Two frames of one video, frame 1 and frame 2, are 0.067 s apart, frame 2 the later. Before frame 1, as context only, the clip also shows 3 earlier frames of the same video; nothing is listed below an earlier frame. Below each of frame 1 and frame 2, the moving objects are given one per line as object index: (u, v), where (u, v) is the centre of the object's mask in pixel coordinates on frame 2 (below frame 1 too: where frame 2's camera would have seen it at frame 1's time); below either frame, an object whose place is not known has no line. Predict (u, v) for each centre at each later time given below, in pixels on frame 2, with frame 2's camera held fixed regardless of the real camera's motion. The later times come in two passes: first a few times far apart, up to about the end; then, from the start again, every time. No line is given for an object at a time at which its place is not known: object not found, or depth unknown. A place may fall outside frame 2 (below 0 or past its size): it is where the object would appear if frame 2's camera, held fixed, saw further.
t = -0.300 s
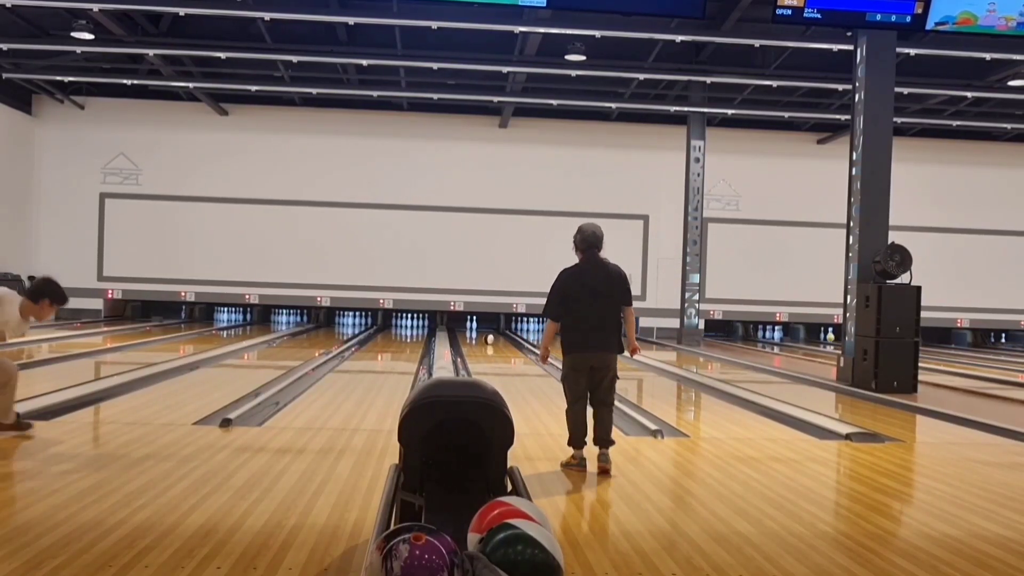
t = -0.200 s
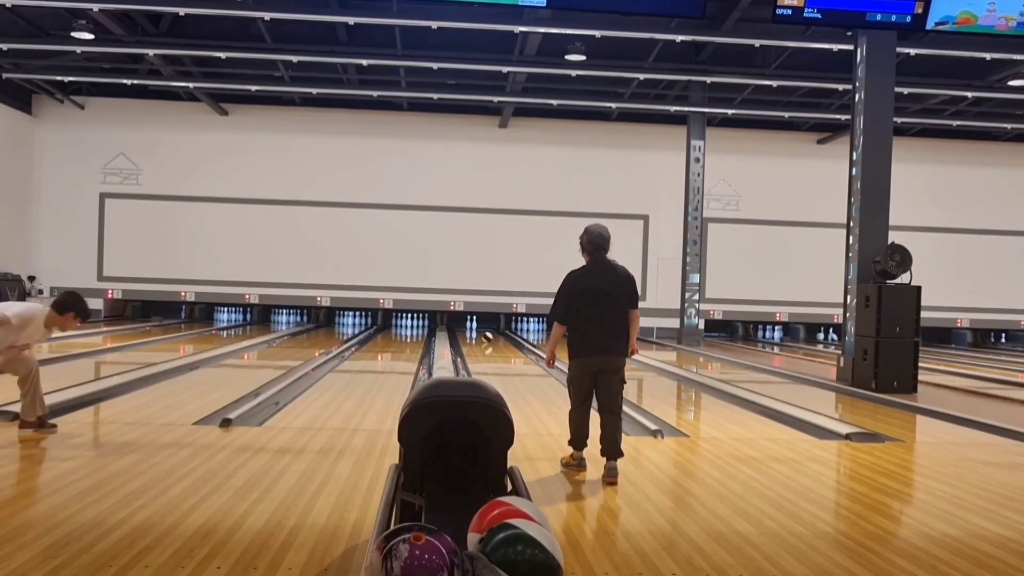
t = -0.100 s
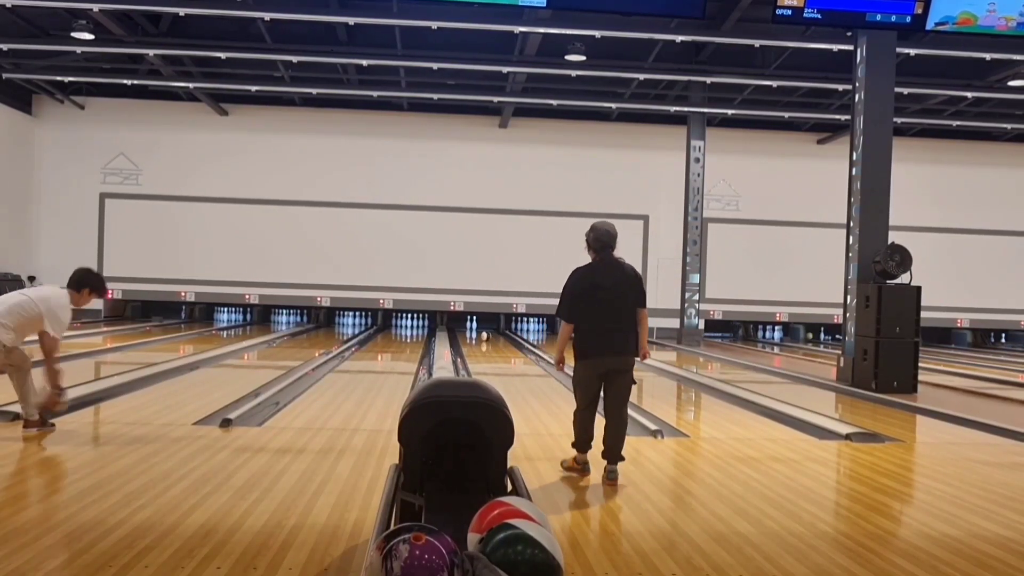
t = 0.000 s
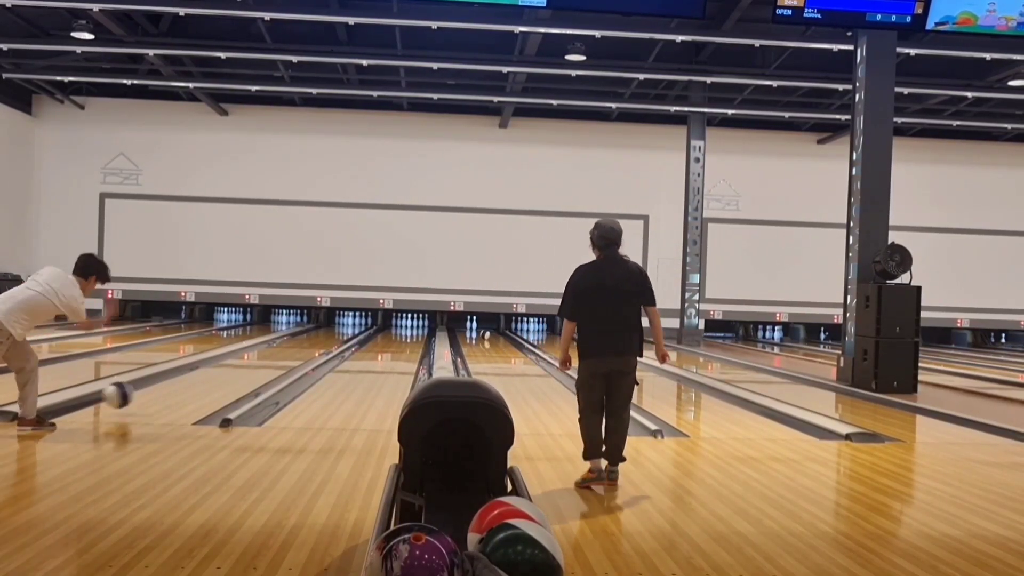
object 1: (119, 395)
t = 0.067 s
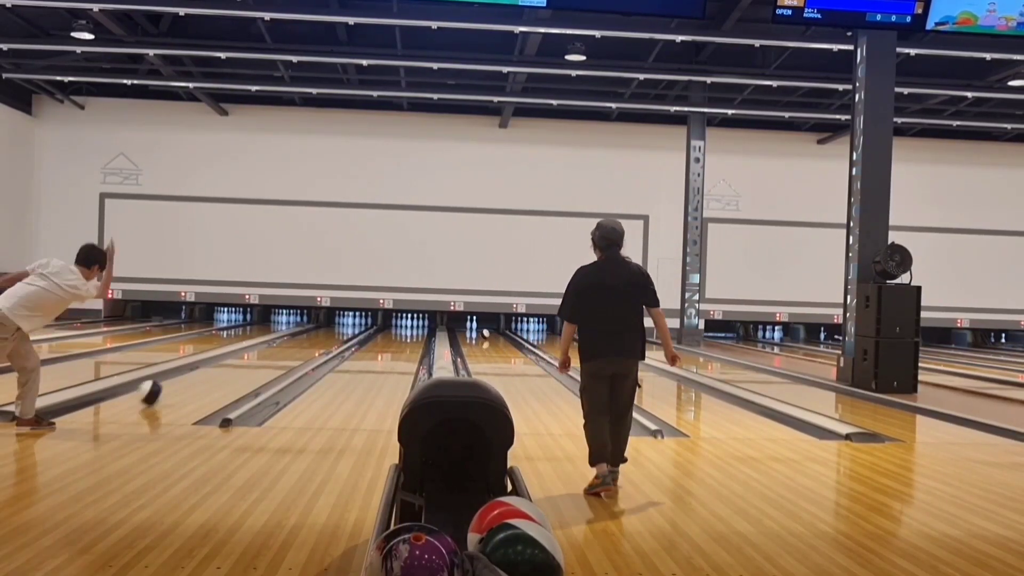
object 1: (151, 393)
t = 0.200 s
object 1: (202, 379)
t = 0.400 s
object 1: (259, 364)
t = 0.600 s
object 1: (297, 355)
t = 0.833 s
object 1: (328, 346)
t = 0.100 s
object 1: (164, 393)
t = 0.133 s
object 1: (178, 386)
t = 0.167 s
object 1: (193, 382)
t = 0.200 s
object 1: (202, 379)
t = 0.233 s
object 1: (214, 377)
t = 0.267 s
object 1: (223, 374)
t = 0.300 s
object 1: (234, 370)
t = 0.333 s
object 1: (243, 368)
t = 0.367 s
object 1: (252, 367)
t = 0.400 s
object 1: (259, 364)
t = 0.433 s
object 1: (265, 362)
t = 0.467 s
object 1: (273, 360)
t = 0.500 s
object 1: (278, 359)
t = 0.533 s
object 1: (285, 357)
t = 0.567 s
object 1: (292, 355)
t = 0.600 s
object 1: (297, 355)
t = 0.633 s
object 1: (302, 353)
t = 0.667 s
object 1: (305, 351)
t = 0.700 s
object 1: (312, 350)
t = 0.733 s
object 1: (317, 348)
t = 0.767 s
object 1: (319, 348)
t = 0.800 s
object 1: (324, 348)
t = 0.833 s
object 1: (328, 346)
